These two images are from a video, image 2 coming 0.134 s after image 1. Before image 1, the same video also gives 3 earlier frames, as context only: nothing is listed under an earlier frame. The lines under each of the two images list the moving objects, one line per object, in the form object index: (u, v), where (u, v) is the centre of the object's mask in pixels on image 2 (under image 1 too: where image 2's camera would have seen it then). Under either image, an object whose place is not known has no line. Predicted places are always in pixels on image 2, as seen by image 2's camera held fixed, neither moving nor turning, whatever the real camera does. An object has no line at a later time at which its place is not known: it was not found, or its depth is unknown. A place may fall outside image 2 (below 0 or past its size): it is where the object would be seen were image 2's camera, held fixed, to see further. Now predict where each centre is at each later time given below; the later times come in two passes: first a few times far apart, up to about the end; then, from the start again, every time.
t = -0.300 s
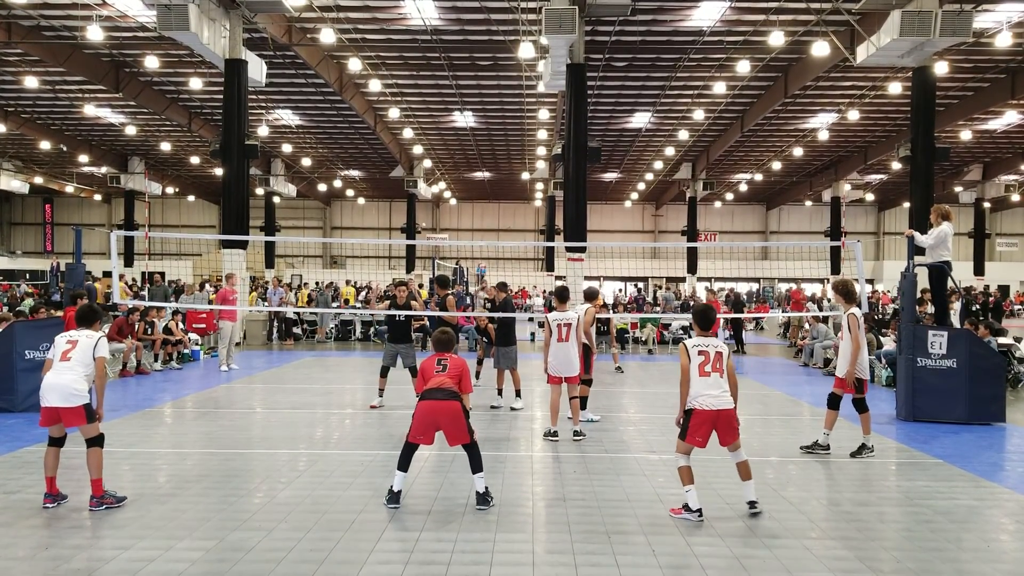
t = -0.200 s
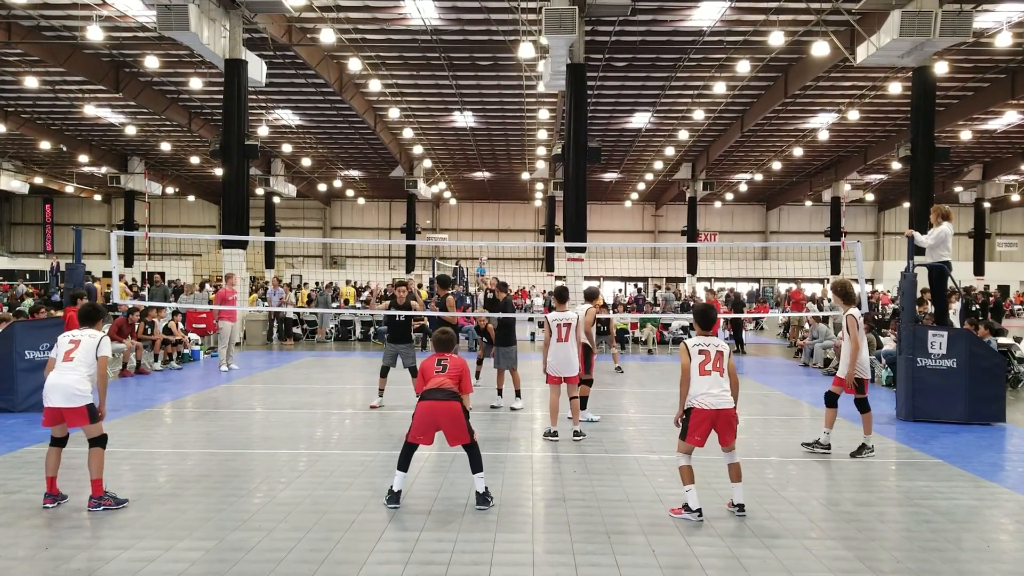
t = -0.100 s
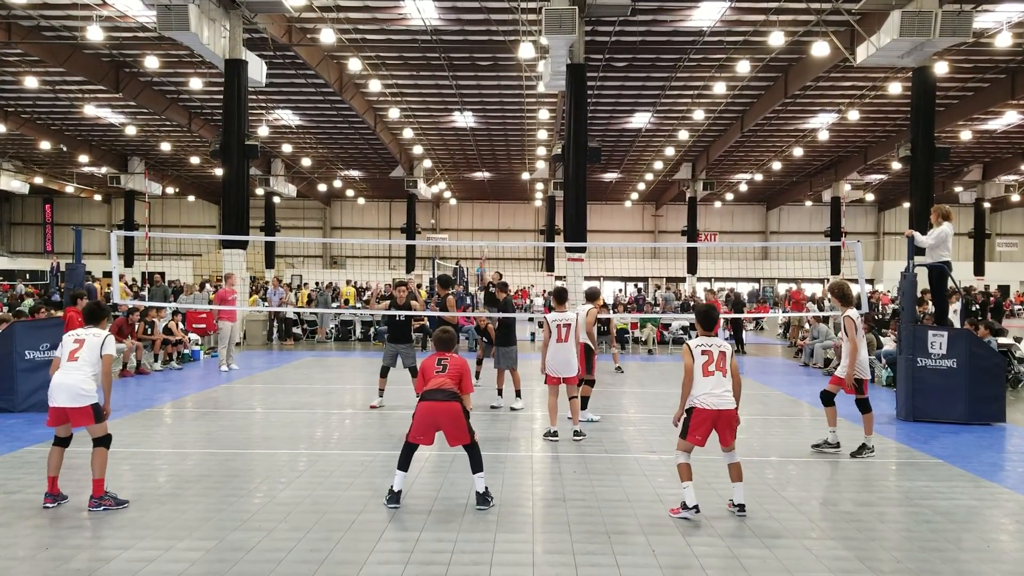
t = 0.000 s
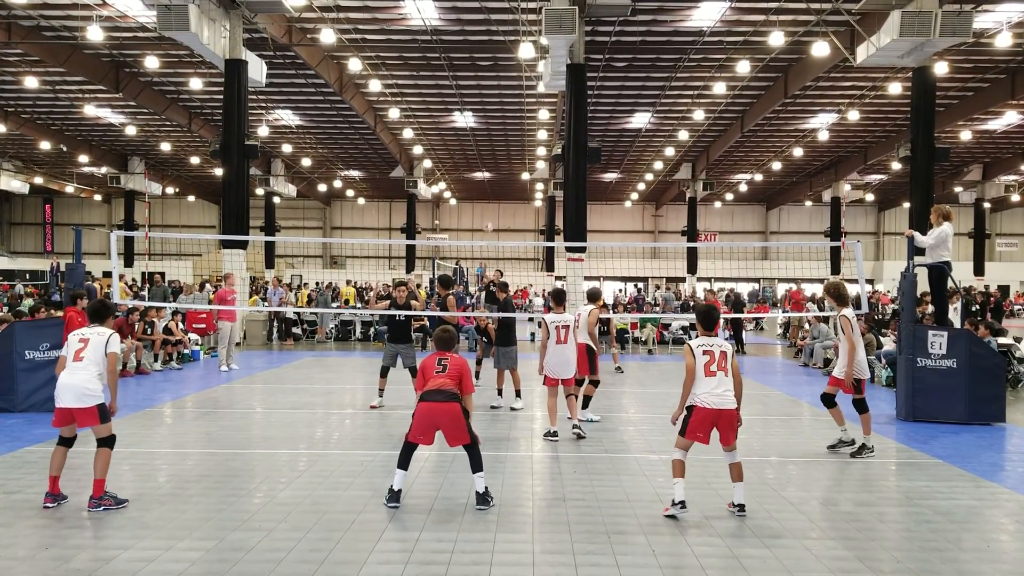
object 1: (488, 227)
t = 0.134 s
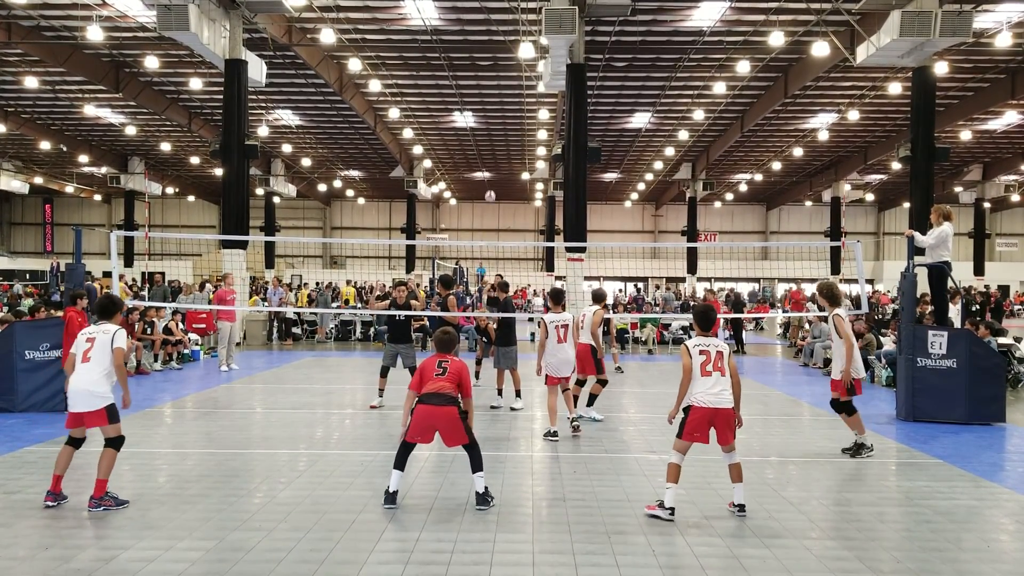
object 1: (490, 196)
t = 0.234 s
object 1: (490, 176)
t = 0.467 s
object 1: (492, 147)
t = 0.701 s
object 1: (496, 150)
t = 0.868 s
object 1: (502, 177)
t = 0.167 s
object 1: (490, 189)
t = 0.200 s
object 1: (491, 183)
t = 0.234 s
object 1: (490, 176)
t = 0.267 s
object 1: (490, 171)
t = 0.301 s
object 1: (491, 165)
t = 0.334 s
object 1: (491, 160)
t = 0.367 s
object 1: (491, 156)
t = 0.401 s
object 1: (491, 152)
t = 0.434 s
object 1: (492, 149)
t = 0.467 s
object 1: (492, 147)
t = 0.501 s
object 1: (492, 145)
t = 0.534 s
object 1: (492, 144)
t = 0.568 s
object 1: (493, 144)
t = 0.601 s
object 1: (494, 144)
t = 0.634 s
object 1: (494, 145)
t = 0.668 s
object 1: (495, 147)
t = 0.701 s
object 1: (496, 150)
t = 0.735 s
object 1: (497, 153)
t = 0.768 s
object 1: (499, 157)
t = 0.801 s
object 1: (500, 163)
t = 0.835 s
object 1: (501, 169)
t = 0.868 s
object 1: (502, 177)
